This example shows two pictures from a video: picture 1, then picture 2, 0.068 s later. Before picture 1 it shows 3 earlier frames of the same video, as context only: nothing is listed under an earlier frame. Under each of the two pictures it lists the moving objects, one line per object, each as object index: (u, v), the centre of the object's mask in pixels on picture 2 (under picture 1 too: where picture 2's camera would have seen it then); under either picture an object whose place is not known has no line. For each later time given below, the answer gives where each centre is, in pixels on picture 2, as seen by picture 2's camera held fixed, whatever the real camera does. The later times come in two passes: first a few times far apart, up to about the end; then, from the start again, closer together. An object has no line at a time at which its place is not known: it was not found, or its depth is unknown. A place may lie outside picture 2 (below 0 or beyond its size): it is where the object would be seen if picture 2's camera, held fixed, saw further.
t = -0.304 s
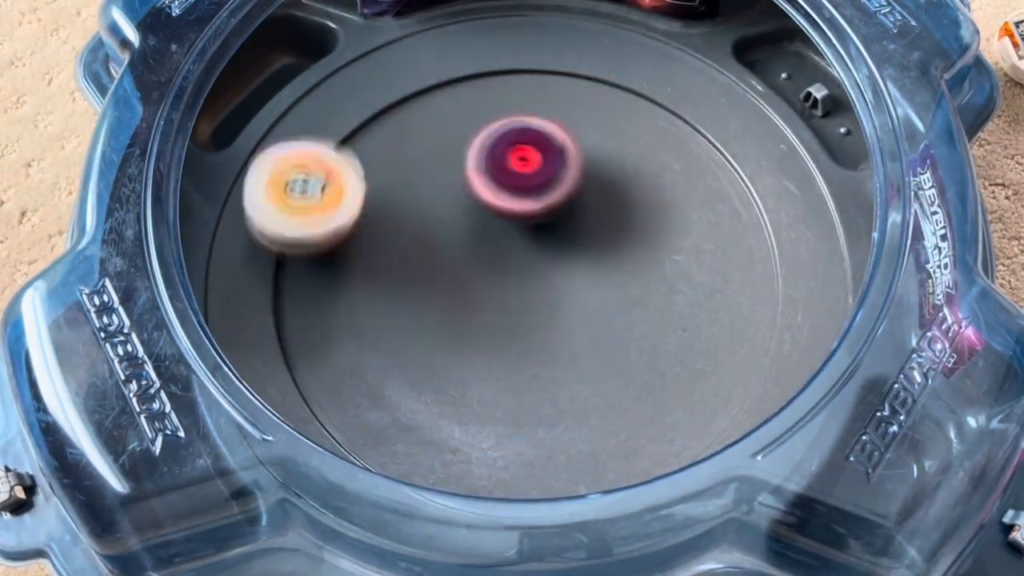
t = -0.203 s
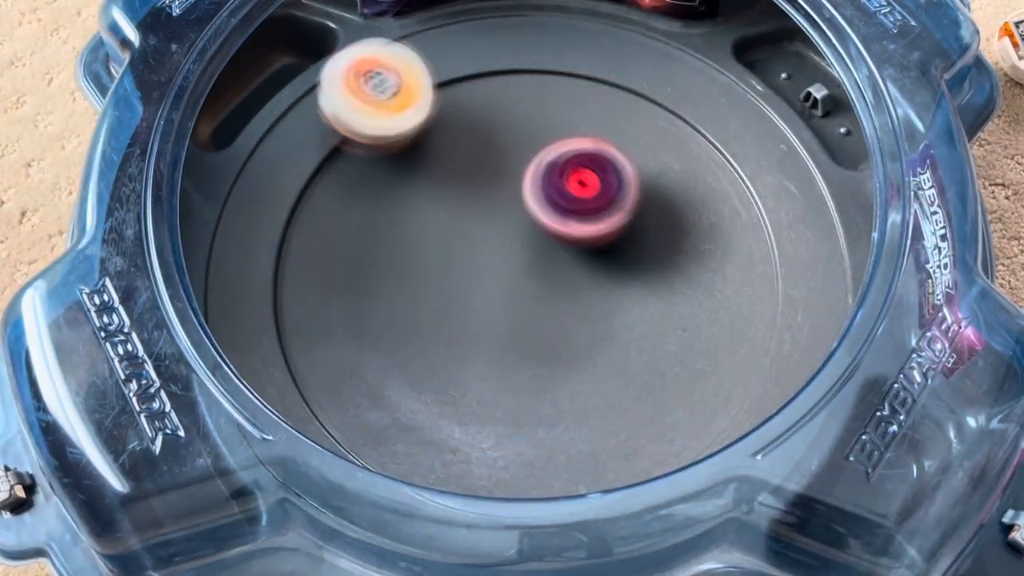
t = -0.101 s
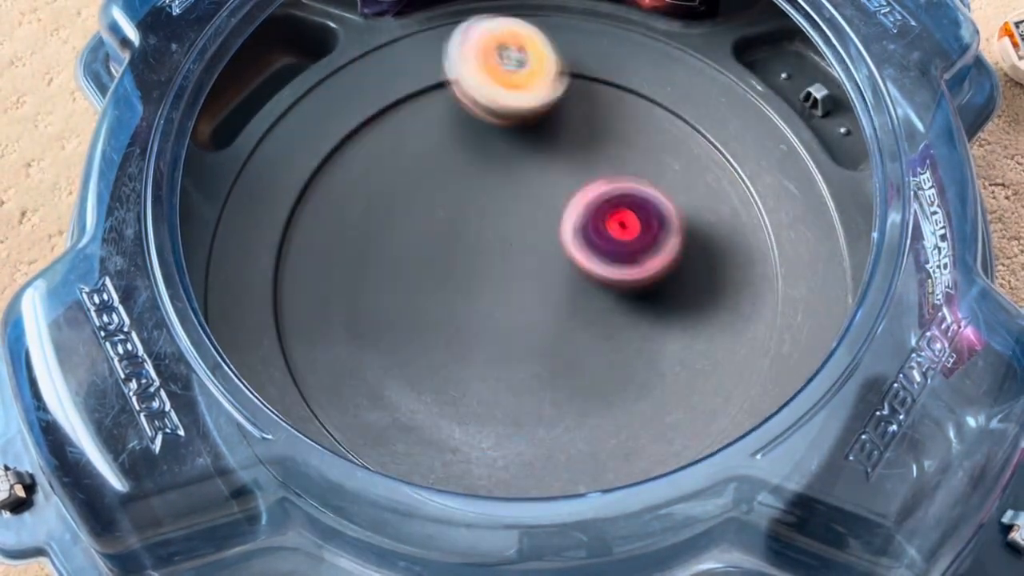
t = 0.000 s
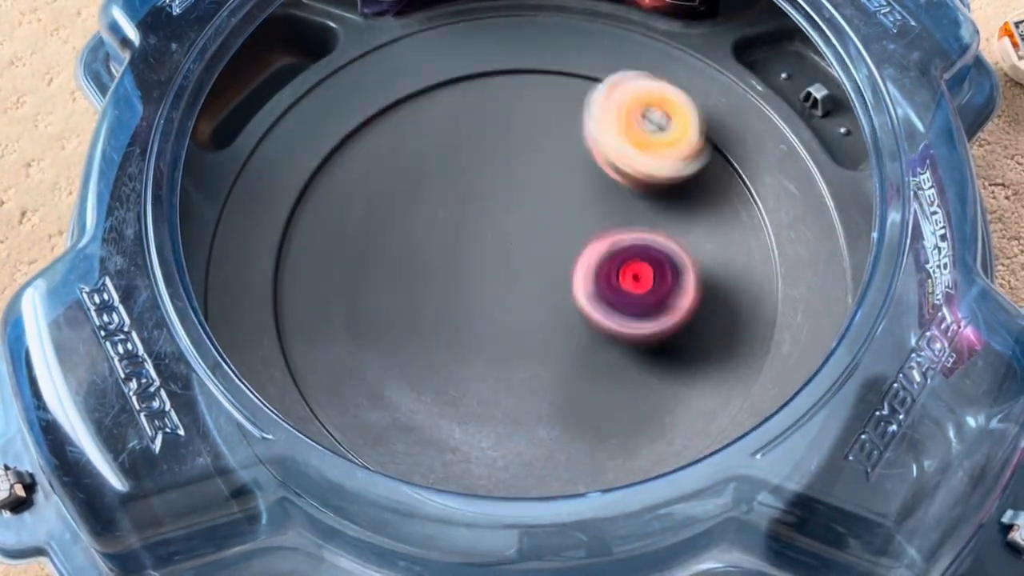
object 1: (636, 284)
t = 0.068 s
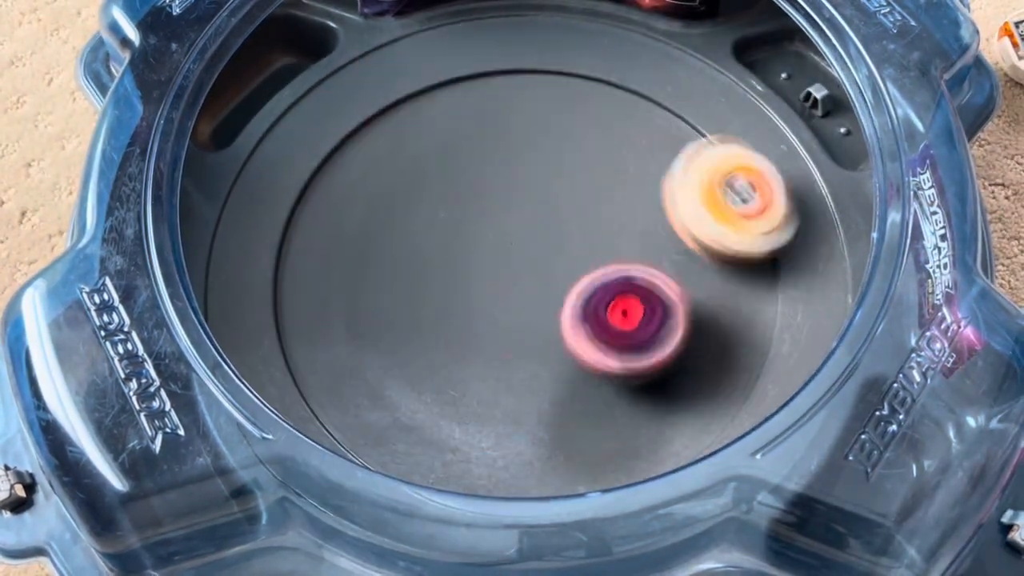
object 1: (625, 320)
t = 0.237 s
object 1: (409, 458)
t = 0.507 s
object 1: (310, 172)
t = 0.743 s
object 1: (598, 115)
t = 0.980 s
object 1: (750, 253)
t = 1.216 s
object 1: (611, 420)
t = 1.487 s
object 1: (362, 320)
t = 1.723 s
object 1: (388, 131)
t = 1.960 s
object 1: (584, 100)
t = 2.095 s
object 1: (676, 174)
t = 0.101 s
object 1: (613, 337)
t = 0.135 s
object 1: (598, 353)
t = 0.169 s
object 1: (535, 425)
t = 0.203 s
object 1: (470, 458)
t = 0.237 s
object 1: (409, 458)
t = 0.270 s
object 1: (367, 436)
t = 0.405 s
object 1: (257, 271)
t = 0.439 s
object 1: (264, 231)
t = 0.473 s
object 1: (279, 195)
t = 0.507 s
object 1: (310, 172)
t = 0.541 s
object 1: (356, 148)
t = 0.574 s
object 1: (401, 130)
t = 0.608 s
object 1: (445, 117)
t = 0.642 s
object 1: (488, 109)
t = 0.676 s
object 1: (527, 107)
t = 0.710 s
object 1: (564, 109)
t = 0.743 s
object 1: (598, 115)
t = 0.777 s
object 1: (631, 123)
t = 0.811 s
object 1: (663, 133)
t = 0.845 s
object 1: (694, 146)
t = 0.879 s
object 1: (724, 164)
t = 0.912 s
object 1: (741, 187)
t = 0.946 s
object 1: (749, 220)
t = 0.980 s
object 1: (750, 253)
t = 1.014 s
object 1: (744, 287)
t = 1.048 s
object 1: (729, 317)
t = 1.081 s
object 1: (710, 344)
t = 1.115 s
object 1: (691, 373)
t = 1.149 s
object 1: (670, 397)
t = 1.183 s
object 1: (641, 413)
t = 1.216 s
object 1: (611, 420)
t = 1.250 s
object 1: (577, 424)
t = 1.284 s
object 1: (541, 426)
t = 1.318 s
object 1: (499, 421)
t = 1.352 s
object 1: (464, 407)
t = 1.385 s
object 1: (434, 391)
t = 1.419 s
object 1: (403, 374)
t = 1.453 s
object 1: (378, 348)
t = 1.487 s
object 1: (362, 320)
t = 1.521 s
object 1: (350, 293)
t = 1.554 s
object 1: (340, 264)
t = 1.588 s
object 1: (341, 232)
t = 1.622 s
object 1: (347, 204)
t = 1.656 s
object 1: (353, 177)
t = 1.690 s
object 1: (367, 151)
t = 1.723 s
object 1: (388, 131)
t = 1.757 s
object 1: (409, 113)
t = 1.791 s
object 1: (436, 96)
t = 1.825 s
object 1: (467, 88)
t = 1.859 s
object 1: (495, 85)
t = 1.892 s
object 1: (526, 83)
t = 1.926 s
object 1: (559, 90)
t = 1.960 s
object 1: (584, 100)
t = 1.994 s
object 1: (614, 112)
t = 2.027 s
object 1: (639, 131)
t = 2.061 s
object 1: (657, 151)
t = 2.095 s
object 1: (676, 174)
